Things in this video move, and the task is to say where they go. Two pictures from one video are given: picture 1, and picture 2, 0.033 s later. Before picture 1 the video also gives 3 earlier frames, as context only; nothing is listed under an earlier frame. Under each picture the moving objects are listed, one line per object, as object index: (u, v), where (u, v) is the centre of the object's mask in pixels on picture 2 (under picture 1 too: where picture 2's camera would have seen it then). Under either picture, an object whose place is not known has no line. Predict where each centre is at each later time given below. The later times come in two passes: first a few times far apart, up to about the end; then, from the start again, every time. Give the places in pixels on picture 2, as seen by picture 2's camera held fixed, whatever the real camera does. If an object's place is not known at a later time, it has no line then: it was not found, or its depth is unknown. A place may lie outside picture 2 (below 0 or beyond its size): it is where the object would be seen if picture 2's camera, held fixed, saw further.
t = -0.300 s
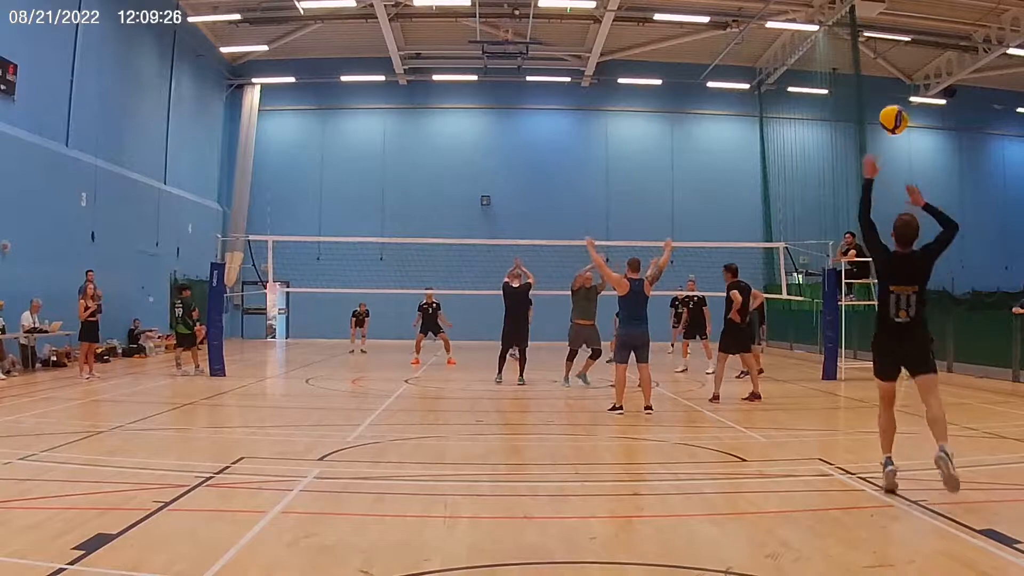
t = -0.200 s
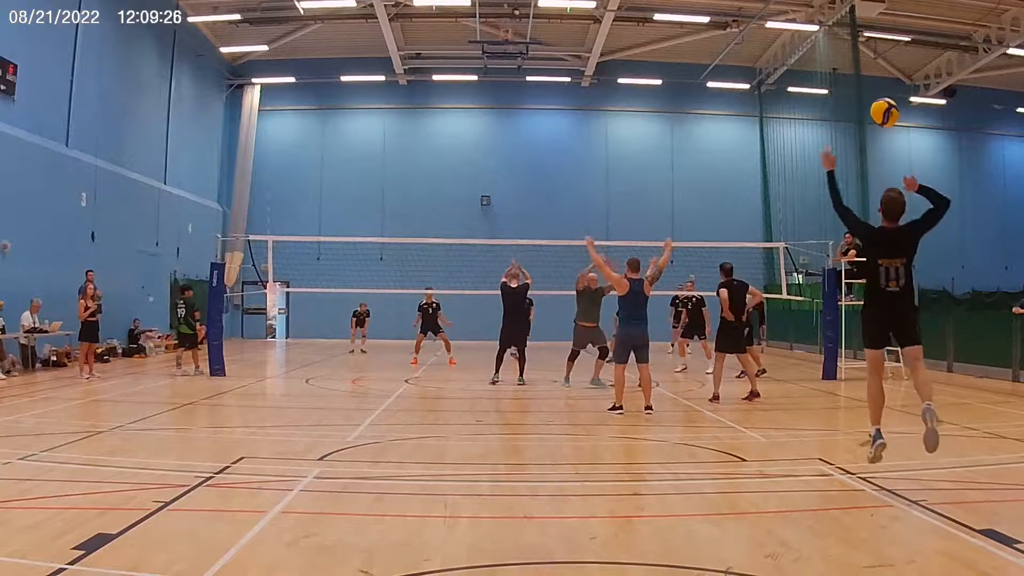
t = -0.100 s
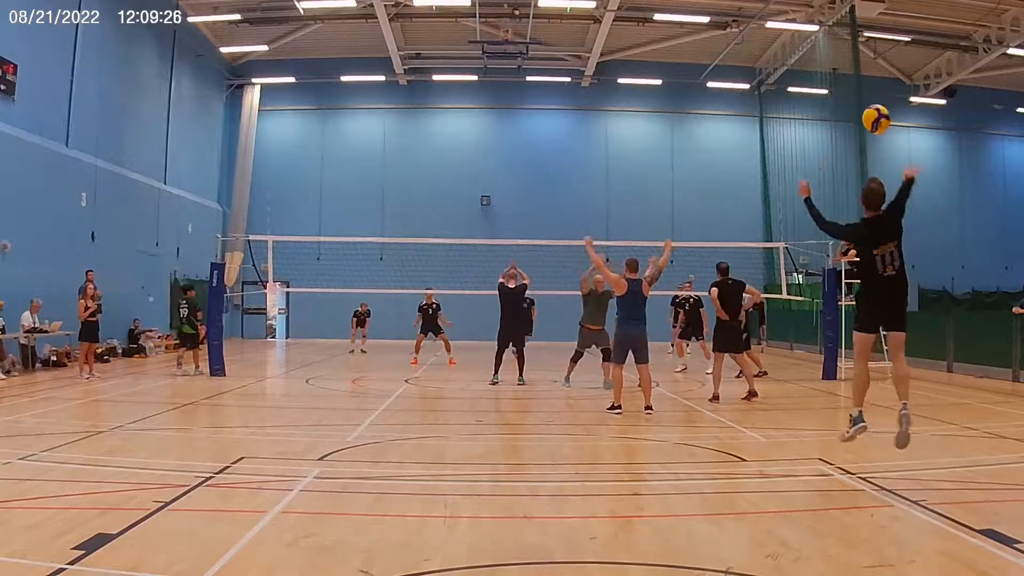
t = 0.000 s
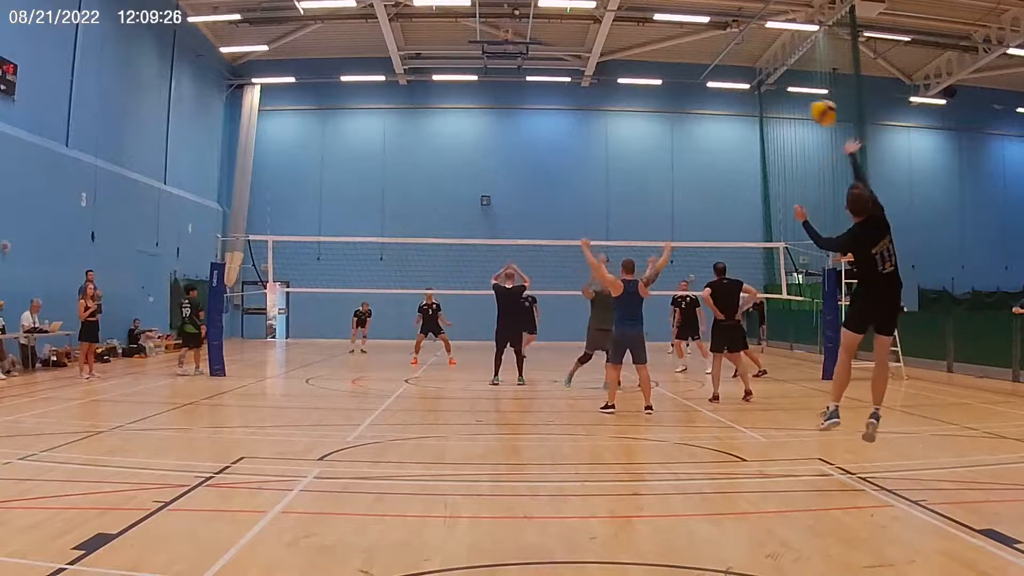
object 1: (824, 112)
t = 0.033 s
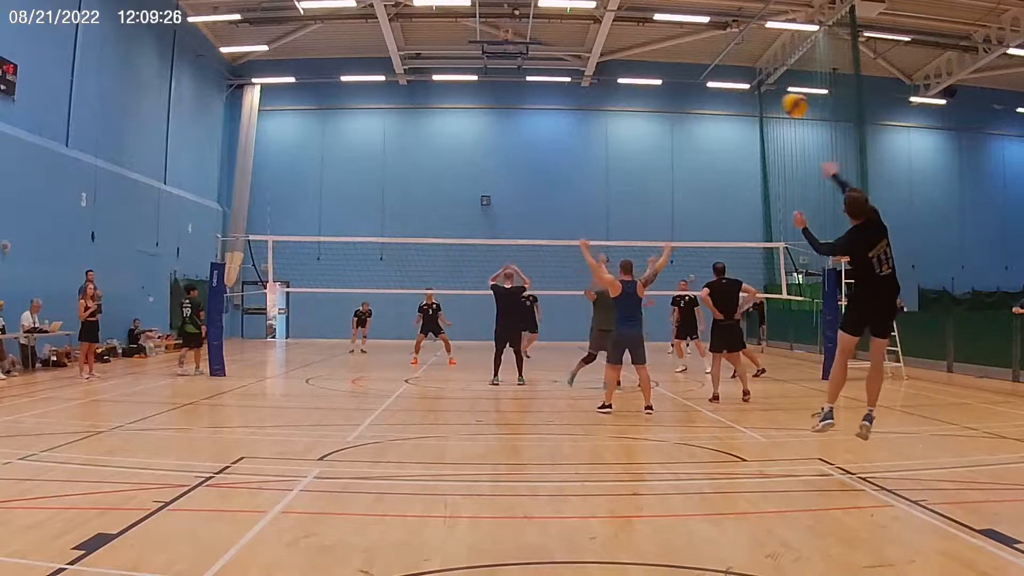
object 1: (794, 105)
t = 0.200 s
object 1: (694, 92)
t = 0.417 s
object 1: (620, 112)
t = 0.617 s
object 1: (570, 146)
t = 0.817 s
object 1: (534, 189)
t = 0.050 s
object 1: (781, 102)
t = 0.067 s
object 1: (770, 99)
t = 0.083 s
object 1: (758, 98)
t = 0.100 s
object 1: (748, 96)
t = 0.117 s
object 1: (737, 95)
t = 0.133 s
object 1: (727, 94)
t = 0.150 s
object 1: (719, 93)
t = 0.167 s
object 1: (710, 92)
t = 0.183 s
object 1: (702, 92)
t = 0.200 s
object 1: (694, 92)
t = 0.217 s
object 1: (687, 92)
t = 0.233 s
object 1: (680, 93)
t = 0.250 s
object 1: (673, 93)
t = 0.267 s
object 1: (667, 94)
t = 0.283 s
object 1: (661, 96)
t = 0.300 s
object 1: (654, 98)
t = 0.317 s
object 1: (649, 99)
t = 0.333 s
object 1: (645, 101)
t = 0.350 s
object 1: (639, 103)
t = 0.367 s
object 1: (633, 104)
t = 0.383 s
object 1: (628, 107)
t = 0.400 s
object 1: (623, 109)
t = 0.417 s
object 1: (620, 112)
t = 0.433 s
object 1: (614, 114)
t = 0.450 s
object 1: (609, 117)
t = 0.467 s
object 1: (604, 120)
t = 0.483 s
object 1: (600, 123)
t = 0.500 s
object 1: (596, 126)
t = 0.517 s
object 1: (592, 129)
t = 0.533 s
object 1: (588, 132)
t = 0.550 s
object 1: (584, 134)
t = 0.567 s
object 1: (580, 137)
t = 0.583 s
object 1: (577, 140)
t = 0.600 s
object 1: (573, 143)
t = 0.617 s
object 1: (570, 146)
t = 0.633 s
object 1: (567, 149)
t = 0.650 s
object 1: (563, 153)
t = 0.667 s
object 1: (560, 156)
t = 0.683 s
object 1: (557, 160)
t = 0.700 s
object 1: (554, 163)
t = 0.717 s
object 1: (551, 167)
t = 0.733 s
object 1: (548, 170)
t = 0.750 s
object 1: (545, 174)
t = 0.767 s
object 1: (542, 178)
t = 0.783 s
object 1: (539, 182)
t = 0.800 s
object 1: (537, 186)
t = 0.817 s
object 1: (534, 189)
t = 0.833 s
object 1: (532, 194)
